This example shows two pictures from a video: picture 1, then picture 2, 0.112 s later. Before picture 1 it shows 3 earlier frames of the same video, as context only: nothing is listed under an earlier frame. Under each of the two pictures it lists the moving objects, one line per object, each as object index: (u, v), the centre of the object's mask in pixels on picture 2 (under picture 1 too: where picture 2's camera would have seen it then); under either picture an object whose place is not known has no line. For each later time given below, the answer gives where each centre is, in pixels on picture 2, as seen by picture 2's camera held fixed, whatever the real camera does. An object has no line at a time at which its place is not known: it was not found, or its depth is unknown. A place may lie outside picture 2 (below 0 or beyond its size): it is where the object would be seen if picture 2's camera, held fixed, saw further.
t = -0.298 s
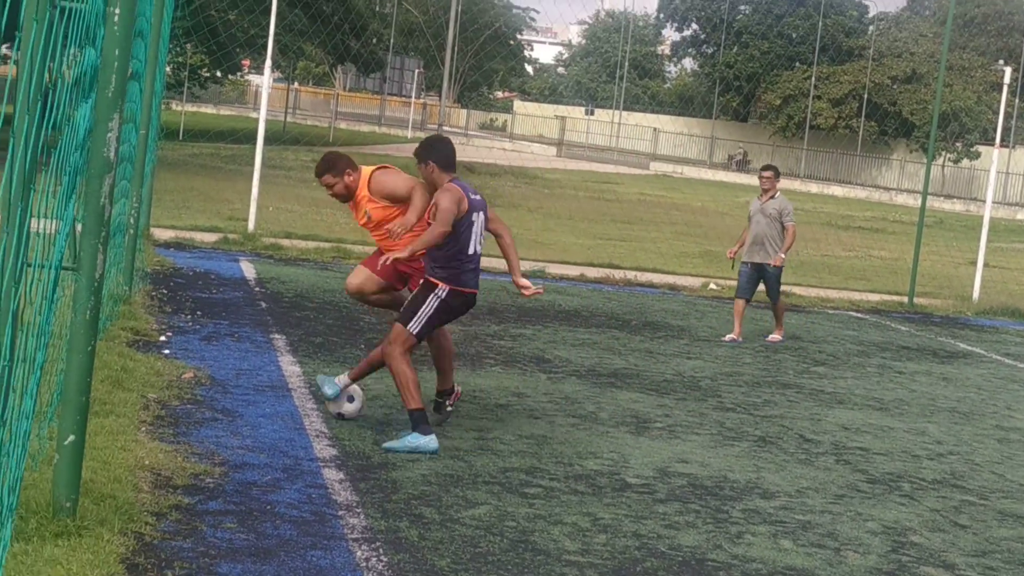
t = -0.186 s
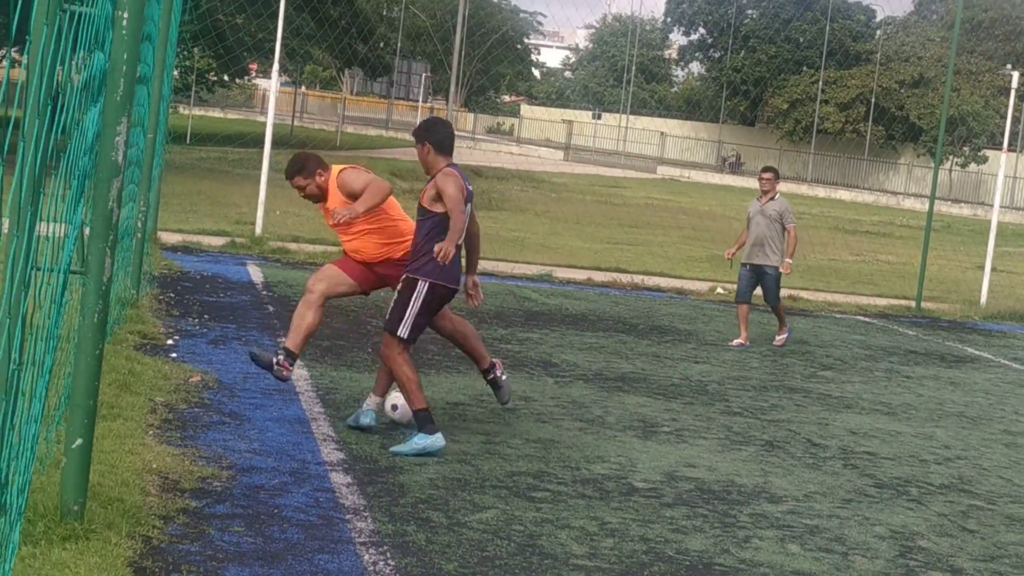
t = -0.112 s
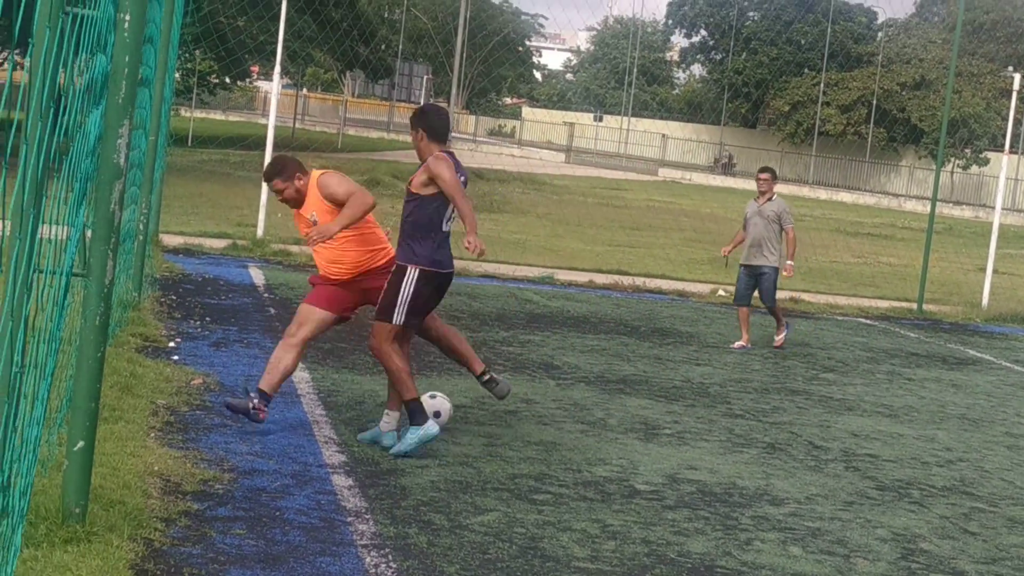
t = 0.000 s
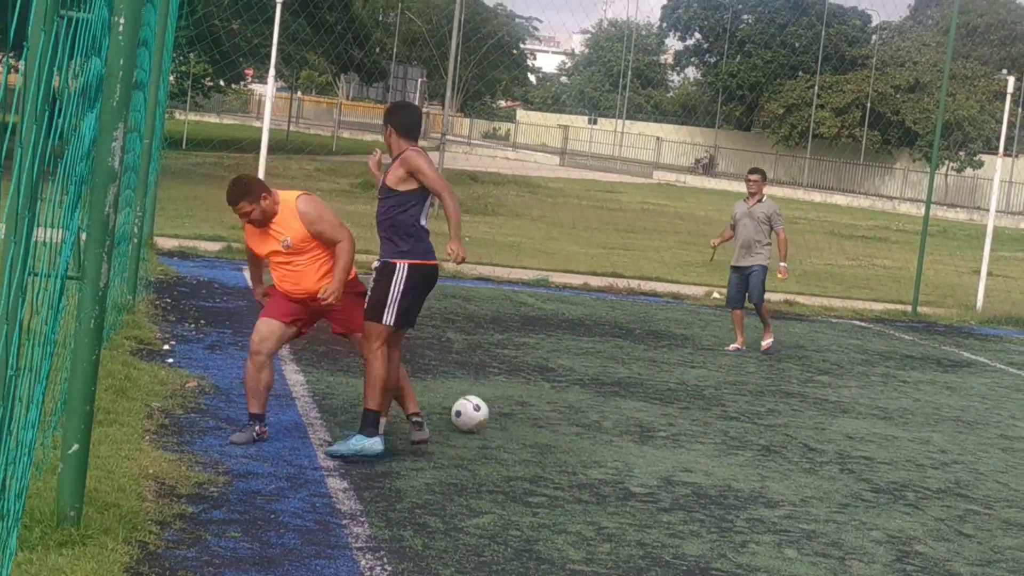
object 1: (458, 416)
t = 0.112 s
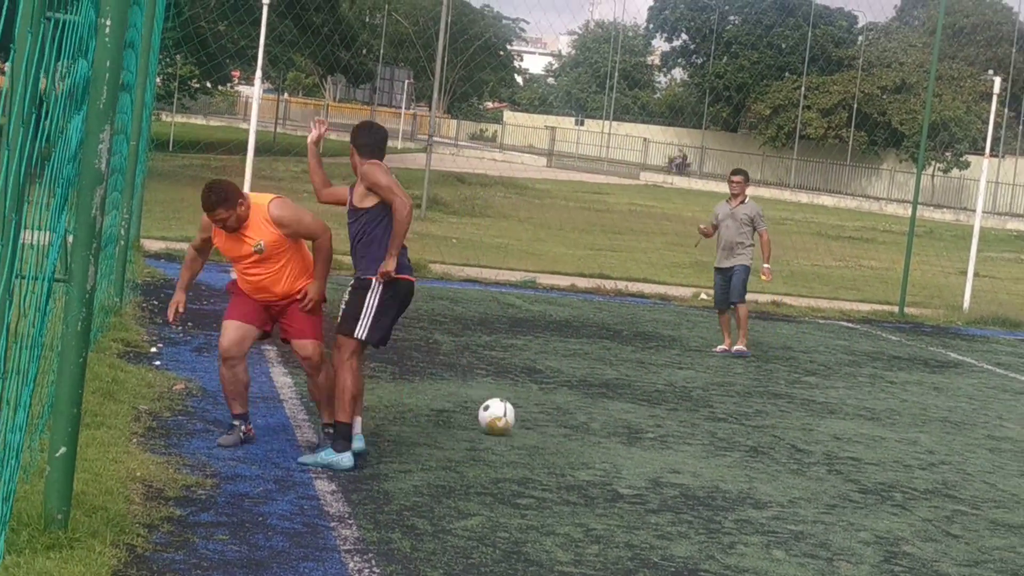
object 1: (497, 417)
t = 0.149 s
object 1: (509, 418)
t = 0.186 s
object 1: (522, 417)
